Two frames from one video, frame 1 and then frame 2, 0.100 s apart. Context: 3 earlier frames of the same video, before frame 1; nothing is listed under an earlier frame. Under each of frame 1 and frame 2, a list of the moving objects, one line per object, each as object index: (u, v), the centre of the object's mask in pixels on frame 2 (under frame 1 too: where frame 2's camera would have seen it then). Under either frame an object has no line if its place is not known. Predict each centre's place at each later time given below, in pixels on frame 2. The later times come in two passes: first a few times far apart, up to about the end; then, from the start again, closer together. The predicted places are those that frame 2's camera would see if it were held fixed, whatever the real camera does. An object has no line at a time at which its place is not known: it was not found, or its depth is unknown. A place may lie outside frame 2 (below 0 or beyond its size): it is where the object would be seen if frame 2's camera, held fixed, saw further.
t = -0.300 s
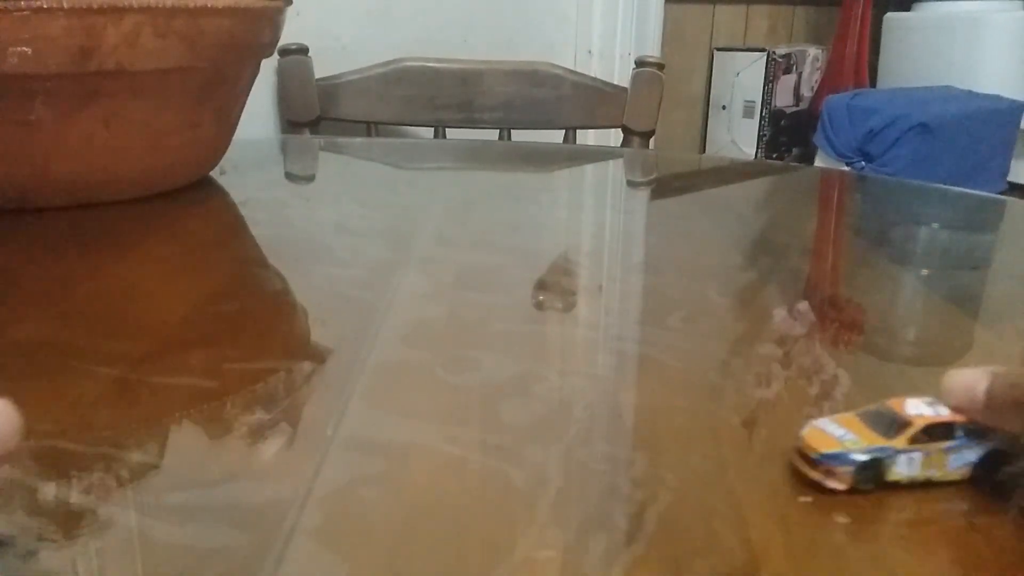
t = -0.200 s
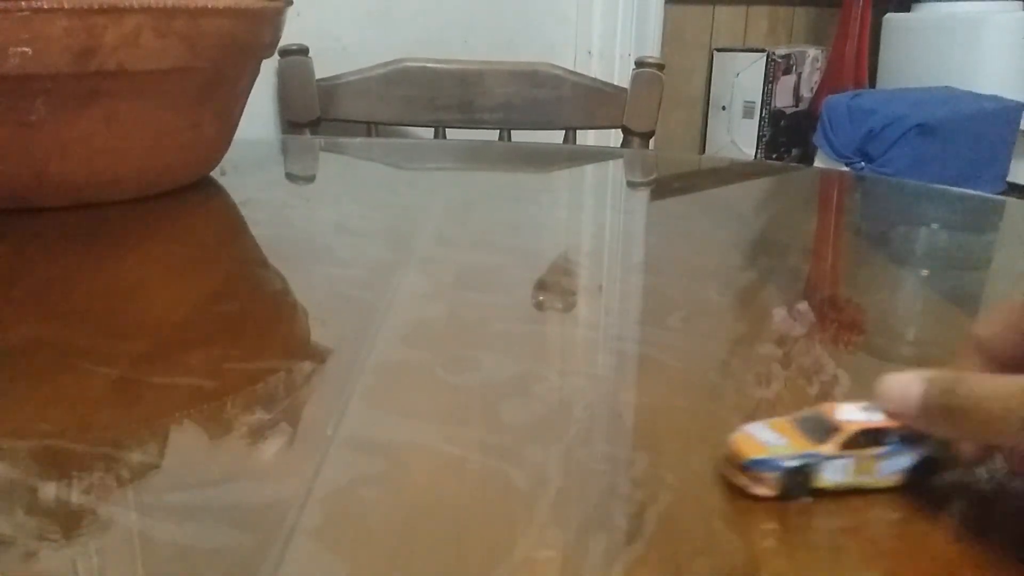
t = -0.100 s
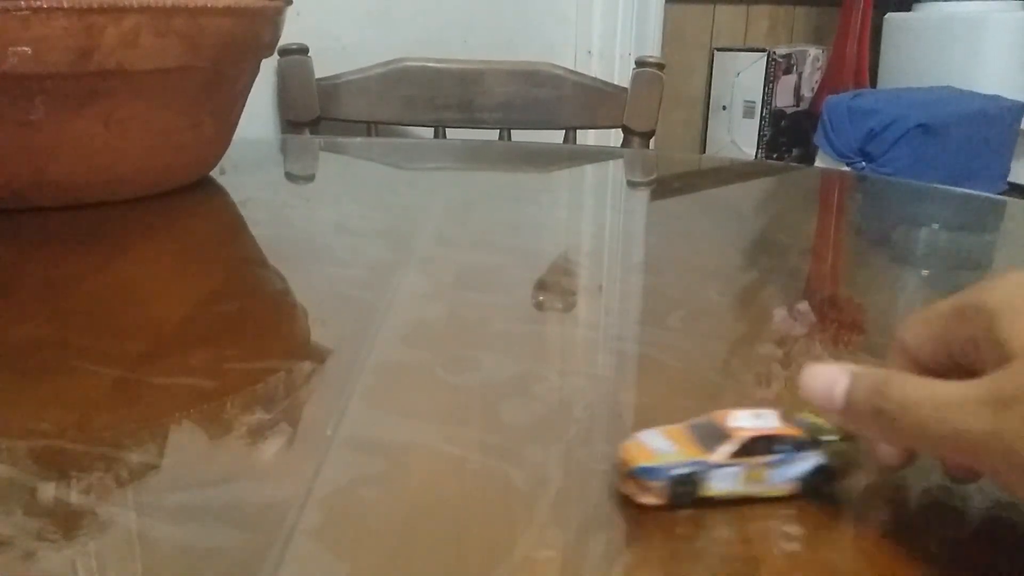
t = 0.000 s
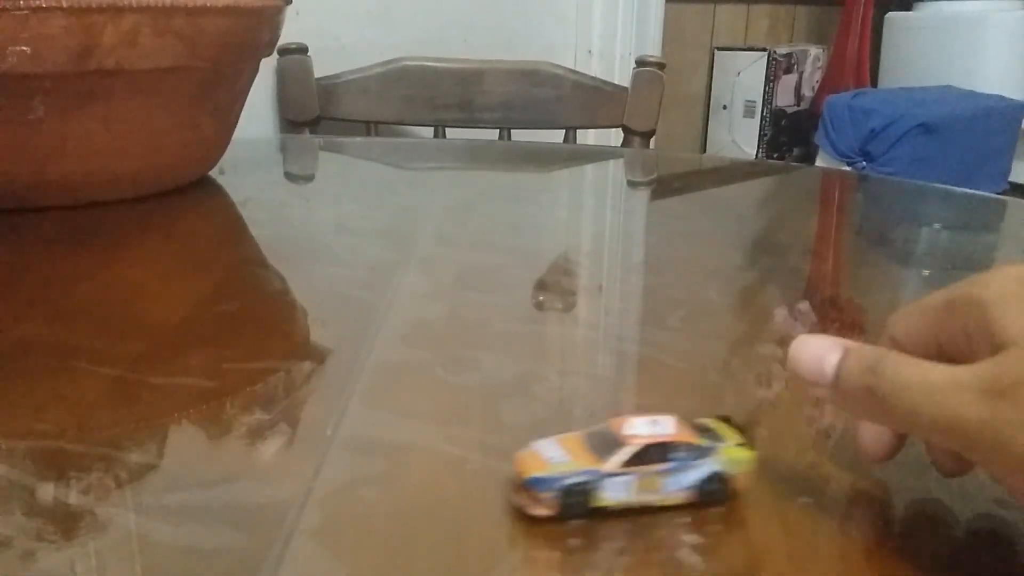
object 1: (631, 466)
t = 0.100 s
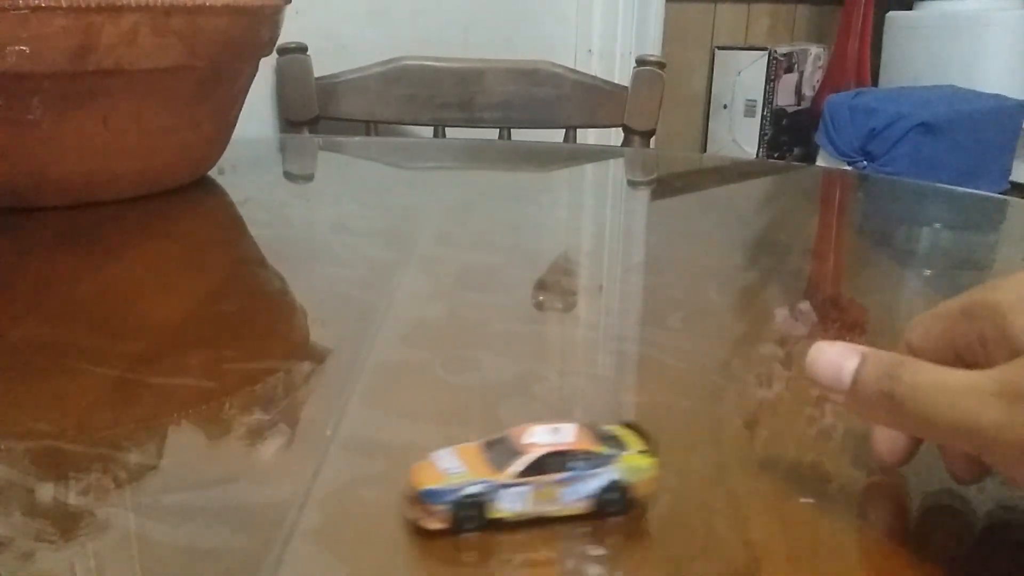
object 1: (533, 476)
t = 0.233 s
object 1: (404, 491)
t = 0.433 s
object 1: (222, 515)
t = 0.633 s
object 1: (107, 526)
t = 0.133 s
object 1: (500, 479)
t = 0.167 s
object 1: (467, 483)
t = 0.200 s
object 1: (436, 486)
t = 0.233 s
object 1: (404, 491)
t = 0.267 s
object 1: (372, 495)
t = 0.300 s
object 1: (341, 499)
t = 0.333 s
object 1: (311, 504)
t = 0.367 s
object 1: (280, 508)
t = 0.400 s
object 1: (251, 511)
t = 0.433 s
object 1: (222, 515)
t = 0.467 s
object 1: (197, 518)
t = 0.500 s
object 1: (171, 522)
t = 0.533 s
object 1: (148, 524)
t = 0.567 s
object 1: (132, 525)
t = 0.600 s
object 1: (119, 525)
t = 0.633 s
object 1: (107, 526)
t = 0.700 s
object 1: (114, 526)
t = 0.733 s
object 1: (119, 525)
